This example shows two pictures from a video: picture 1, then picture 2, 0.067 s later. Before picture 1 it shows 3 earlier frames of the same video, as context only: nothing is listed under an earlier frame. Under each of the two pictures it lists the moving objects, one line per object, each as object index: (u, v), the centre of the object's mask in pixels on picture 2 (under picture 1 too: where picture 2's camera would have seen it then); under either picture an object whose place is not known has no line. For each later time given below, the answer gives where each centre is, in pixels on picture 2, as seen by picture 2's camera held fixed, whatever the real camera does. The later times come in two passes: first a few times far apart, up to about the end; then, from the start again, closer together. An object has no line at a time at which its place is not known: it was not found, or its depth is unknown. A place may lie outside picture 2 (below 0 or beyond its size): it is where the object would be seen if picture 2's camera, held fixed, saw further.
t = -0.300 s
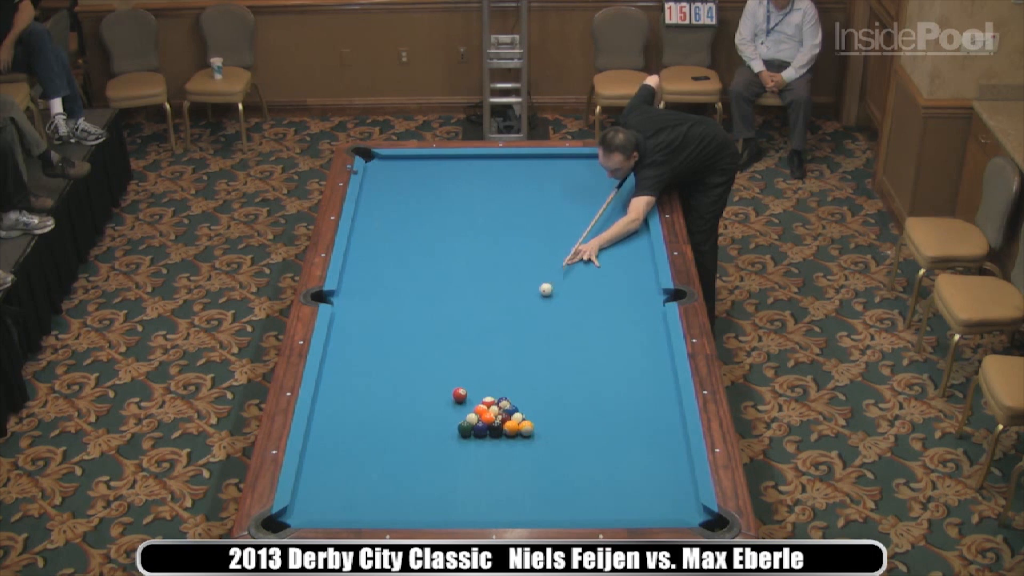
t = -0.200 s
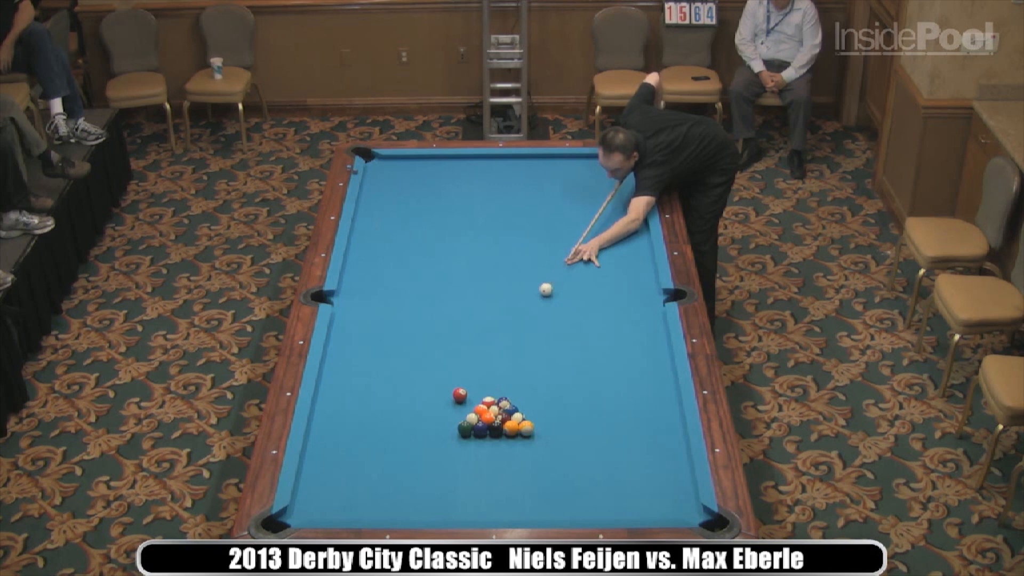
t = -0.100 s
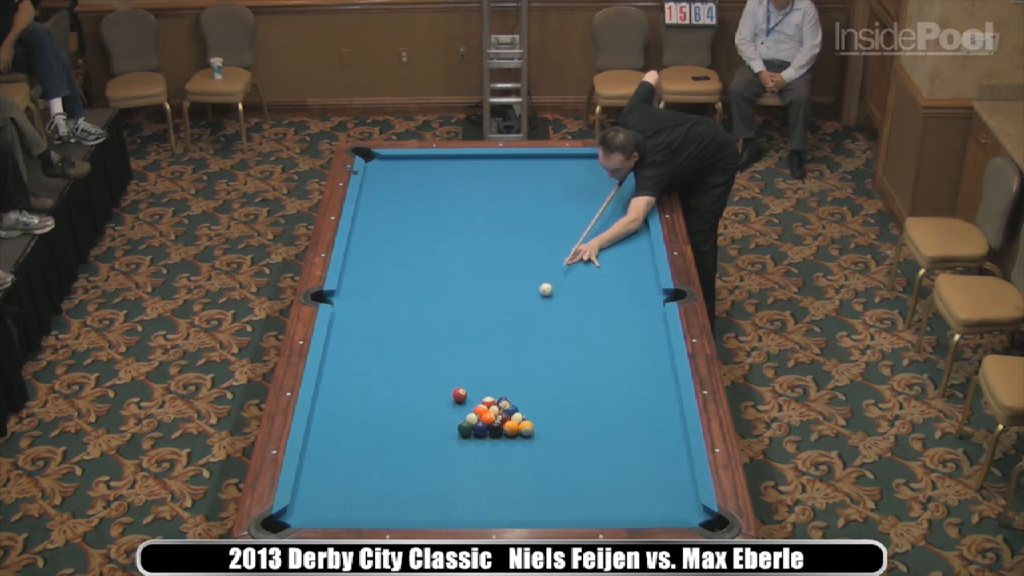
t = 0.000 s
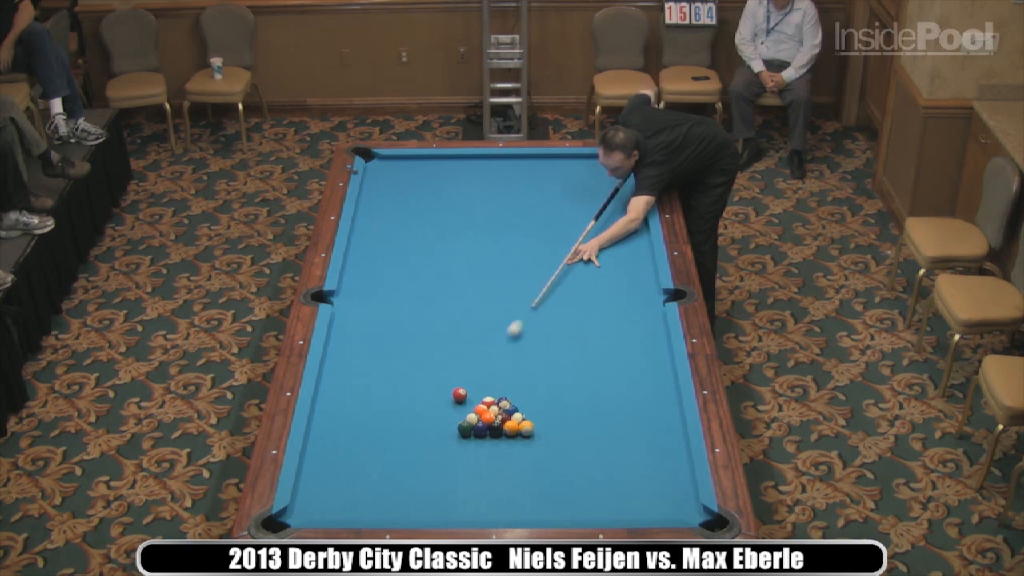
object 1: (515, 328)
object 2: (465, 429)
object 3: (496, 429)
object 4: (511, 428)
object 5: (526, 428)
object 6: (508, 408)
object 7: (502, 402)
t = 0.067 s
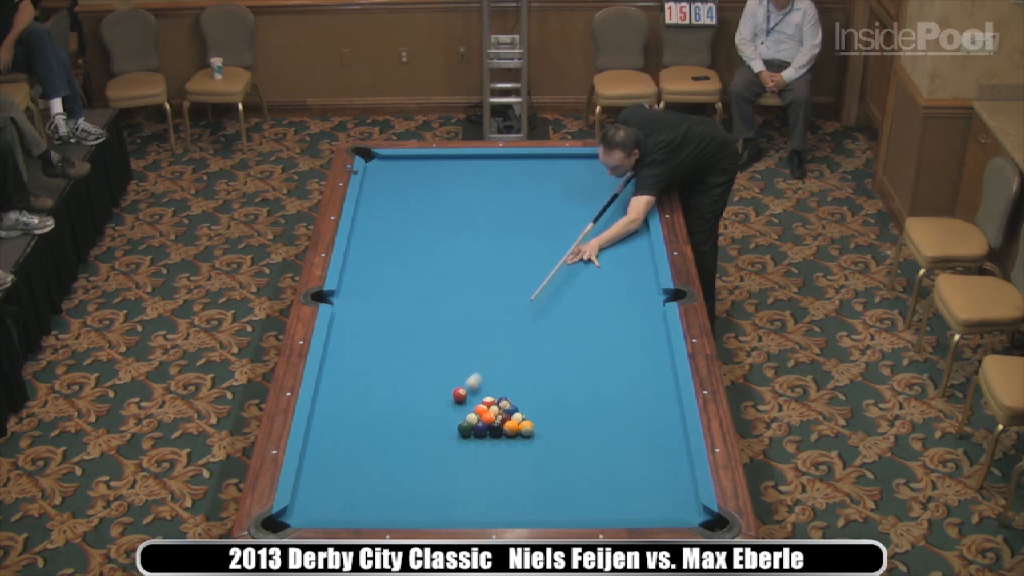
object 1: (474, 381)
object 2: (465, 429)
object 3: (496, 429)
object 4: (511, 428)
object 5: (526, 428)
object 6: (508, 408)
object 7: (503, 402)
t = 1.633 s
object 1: (530, 376)
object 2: (377, 514)
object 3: (499, 465)
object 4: (543, 512)
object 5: (606, 469)
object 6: (541, 414)
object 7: (559, 384)
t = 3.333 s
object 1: (538, 373)
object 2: (348, 483)
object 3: (498, 472)
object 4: (550, 480)
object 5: (654, 492)
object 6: (542, 414)
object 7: (575, 378)
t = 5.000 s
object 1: (538, 373)
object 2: (345, 479)
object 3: (498, 472)
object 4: (550, 478)
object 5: (659, 494)
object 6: (542, 414)
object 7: (575, 378)
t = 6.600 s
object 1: (539, 373)
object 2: (345, 479)
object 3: (498, 472)
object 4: (550, 478)
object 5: (659, 494)
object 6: (542, 414)
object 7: (575, 378)
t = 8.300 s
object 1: (539, 373)
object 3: (498, 472)
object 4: (550, 478)
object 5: (659, 494)
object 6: (542, 414)
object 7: (575, 378)
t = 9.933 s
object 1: (539, 373)
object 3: (498, 472)
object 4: (550, 478)
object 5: (659, 494)
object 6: (542, 414)
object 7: (575, 378)
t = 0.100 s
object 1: (476, 390)
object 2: (465, 429)
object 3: (496, 429)
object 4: (511, 428)
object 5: (526, 428)
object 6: (508, 408)
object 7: (502, 402)
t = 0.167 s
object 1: (485, 392)
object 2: (462, 431)
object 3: (496, 431)
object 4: (512, 432)
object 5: (529, 430)
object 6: (509, 408)
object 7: (504, 401)
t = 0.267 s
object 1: (492, 390)
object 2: (455, 439)
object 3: (496, 433)
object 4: (514, 438)
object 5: (536, 433)
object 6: (514, 409)
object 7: (510, 400)
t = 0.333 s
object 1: (494, 389)
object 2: (451, 443)
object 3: (496, 436)
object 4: (516, 443)
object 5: (540, 434)
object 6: (517, 409)
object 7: (514, 399)
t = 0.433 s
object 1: (498, 388)
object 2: (445, 449)
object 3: (497, 438)
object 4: (518, 449)
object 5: (545, 438)
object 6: (521, 410)
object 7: (518, 399)
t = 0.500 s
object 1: (500, 387)
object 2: (441, 454)
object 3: (497, 440)
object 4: (520, 454)
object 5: (549, 440)
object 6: (523, 411)
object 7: (521, 398)
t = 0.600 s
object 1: (504, 386)
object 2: (435, 460)
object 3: (498, 444)
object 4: (522, 460)
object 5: (555, 443)
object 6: (525, 414)
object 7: (525, 396)
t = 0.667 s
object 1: (506, 385)
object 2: (431, 464)
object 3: (498, 445)
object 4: (524, 465)
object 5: (559, 445)
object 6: (527, 412)
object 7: (528, 395)
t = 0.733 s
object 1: (508, 384)
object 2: (427, 468)
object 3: (498, 447)
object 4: (525, 469)
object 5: (563, 447)
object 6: (529, 411)
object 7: (531, 394)
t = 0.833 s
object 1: (511, 383)
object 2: (421, 474)
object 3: (498, 450)
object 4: (527, 476)
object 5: (568, 449)
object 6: (532, 410)
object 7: (535, 393)
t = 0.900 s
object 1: (513, 383)
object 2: (417, 478)
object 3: (498, 451)
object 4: (529, 479)
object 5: (572, 451)
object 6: (532, 414)
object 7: (538, 392)
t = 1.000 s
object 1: (516, 381)
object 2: (411, 484)
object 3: (498, 453)
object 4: (531, 486)
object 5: (577, 454)
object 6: (534, 414)
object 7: (541, 391)
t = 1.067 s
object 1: (518, 381)
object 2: (407, 488)
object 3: (498, 455)
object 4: (533, 490)
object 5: (580, 456)
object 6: (535, 415)
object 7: (543, 390)
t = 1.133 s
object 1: (520, 380)
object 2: (403, 492)
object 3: (498, 457)
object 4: (534, 494)
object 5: (584, 457)
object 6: (536, 414)
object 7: (545, 389)
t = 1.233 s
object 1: (522, 379)
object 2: (398, 498)
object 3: (498, 458)
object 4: (537, 500)
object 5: (588, 460)
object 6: (537, 414)
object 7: (548, 388)
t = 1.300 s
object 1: (524, 379)
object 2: (394, 501)
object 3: (499, 460)
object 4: (538, 504)
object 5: (592, 461)
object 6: (538, 414)
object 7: (551, 387)
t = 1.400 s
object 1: (526, 378)
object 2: (388, 507)
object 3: (499, 462)
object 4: (540, 509)
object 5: (596, 464)
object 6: (539, 414)
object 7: (553, 386)
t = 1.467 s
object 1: (527, 377)
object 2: (385, 510)
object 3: (499, 463)
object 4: (541, 512)
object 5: (599, 465)
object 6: (540, 414)
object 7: (555, 385)
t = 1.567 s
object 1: (529, 377)
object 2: (379, 513)
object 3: (499, 464)
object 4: (543, 513)
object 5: (603, 467)
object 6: (540, 414)
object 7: (558, 384)
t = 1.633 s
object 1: (530, 376)
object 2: (377, 514)
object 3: (499, 465)
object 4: (543, 512)
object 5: (606, 469)
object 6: (541, 414)
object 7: (559, 384)
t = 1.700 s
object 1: (531, 376)
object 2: (375, 513)
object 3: (499, 466)
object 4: (544, 511)
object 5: (609, 470)
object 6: (541, 414)
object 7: (561, 383)
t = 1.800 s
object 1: (532, 375)
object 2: (372, 511)
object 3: (499, 467)
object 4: (545, 509)
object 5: (613, 472)
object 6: (542, 414)
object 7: (563, 382)
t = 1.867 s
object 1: (533, 375)
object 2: (371, 510)
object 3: (499, 468)
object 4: (546, 506)
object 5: (616, 474)
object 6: (542, 414)
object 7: (564, 382)
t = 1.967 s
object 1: (535, 374)
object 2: (368, 508)
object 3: (499, 469)
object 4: (546, 503)
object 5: (620, 475)
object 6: (542, 414)
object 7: (566, 382)
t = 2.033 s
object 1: (535, 374)
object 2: (367, 506)
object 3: (499, 470)
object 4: (547, 501)
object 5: (621, 477)
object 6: (542, 414)
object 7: (567, 381)
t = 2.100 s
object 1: (536, 374)
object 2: (365, 504)
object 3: (499, 470)
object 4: (547, 499)
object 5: (624, 478)
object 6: (542, 414)
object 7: (568, 381)
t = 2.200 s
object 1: (537, 373)
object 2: (363, 501)
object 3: (499, 471)
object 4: (548, 497)
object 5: (627, 479)
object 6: (542, 414)
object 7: (570, 380)
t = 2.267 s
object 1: (537, 373)
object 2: (362, 500)
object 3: (498, 471)
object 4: (548, 495)
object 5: (629, 480)
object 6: (542, 414)
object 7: (571, 380)
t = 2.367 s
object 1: (538, 373)
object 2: (361, 497)
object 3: (498, 471)
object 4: (549, 493)
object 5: (633, 482)
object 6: (542, 414)
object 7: (572, 379)
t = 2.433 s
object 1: (538, 373)
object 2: (359, 496)
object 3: (498, 472)
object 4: (549, 492)
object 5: (634, 483)
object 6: (542, 414)
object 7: (572, 379)
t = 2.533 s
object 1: (538, 373)
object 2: (358, 494)
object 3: (498, 472)
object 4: (549, 490)
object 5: (637, 484)
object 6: (542, 414)
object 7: (573, 379)
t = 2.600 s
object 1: (538, 373)
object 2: (357, 493)
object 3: (498, 472)
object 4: (550, 489)
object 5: (639, 485)
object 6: (542, 414)
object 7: (574, 379)
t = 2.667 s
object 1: (538, 373)
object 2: (355, 492)
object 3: (498, 472)
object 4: (550, 488)
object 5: (641, 486)
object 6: (542, 414)
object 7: (574, 378)
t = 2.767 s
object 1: (538, 373)
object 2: (354, 490)
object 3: (498, 472)
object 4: (550, 486)
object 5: (643, 487)
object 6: (542, 414)
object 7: (575, 378)
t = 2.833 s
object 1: (538, 373)
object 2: (353, 489)
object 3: (498, 472)
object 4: (550, 485)
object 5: (644, 488)
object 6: (542, 414)
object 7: (575, 378)
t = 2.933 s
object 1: (538, 373)
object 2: (352, 487)
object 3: (498, 472)
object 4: (550, 484)
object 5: (647, 489)
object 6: (542, 414)
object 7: (575, 378)
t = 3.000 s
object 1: (538, 373)
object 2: (351, 486)
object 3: (498, 472)
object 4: (550, 484)
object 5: (648, 490)
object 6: (542, 414)
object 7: (575, 378)
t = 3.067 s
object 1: (538, 373)
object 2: (351, 485)
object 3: (498, 472)
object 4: (550, 483)
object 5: (649, 490)
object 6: (542, 414)
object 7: (575, 378)
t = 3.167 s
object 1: (538, 373)
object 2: (350, 484)
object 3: (498, 472)
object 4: (550, 482)
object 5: (651, 490)
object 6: (542, 414)
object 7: (575, 378)
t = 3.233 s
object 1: (538, 373)
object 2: (349, 483)
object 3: (498, 472)
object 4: (550, 481)
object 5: (652, 491)
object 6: (542, 414)
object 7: (575, 378)
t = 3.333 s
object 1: (538, 373)
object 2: (348, 483)
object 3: (498, 472)
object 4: (550, 480)
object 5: (654, 492)
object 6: (542, 414)
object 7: (575, 378)
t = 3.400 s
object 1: (538, 373)
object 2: (347, 481)
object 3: (498, 472)
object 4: (551, 480)
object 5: (655, 492)
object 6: (542, 414)
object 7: (575, 378)
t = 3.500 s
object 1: (538, 373)
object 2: (347, 481)
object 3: (498, 472)
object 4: (550, 479)
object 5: (656, 493)
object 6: (542, 414)
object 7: (575, 378)
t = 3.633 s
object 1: (539, 373)
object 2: (346, 480)
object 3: (498, 472)
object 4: (551, 478)
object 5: (657, 494)
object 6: (542, 414)
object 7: (575, 378)
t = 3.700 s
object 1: (538, 373)
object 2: (346, 480)
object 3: (498, 472)
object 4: (551, 478)
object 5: (658, 494)
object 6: (542, 414)
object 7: (575, 378)
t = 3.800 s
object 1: (538, 373)
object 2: (345, 479)
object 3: (498, 472)
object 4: (551, 478)
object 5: (658, 494)
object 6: (542, 414)
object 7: (575, 378)
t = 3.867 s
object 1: (539, 373)
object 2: (345, 479)
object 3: (498, 472)
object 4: (551, 478)
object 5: (659, 494)
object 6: (542, 414)
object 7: (575, 378)
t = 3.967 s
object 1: (538, 373)
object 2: (345, 479)
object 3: (498, 472)
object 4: (550, 478)
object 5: (659, 494)
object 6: (542, 414)
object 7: (575, 378)
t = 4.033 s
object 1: (539, 373)
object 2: (345, 479)
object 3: (498, 472)
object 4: (551, 478)
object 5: (659, 494)
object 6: (542, 414)
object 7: (575, 378)
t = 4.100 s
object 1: (539, 373)
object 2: (345, 479)
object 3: (498, 472)
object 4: (550, 478)
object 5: (659, 494)
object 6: (542, 414)
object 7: (575, 378)
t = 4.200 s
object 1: (538, 373)
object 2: (345, 479)
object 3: (498, 472)
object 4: (550, 478)
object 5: (659, 494)
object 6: (542, 414)
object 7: (575, 378)
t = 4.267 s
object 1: (539, 373)
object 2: (345, 479)
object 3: (498, 472)
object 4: (551, 478)
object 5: (659, 494)
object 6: (542, 414)
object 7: (575, 378)
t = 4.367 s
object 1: (538, 373)
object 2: (345, 479)
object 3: (498, 472)
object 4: (550, 478)
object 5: (659, 494)
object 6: (542, 414)
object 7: (575, 378)
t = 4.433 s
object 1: (539, 373)
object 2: (345, 479)
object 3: (498, 472)
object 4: (551, 478)
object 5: (659, 494)
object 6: (542, 414)
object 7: (575, 378)
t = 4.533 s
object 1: (538, 373)
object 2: (345, 479)
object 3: (498, 472)
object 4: (550, 478)
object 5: (659, 494)
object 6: (542, 414)
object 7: (575, 378)
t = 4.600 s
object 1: (539, 373)
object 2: (345, 479)
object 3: (498, 472)
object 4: (550, 477)
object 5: (659, 494)
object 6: (542, 414)
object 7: (575, 378)
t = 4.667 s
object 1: (539, 373)
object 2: (345, 479)
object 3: (498, 472)
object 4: (551, 478)
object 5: (659, 494)
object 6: (542, 414)
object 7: (575, 378)
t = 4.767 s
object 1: (539, 373)
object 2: (345, 479)
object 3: (498, 472)
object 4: (551, 478)
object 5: (660, 494)
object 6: (542, 414)
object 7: (575, 378)
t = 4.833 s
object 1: (539, 373)
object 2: (345, 479)
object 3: (498, 472)
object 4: (550, 478)
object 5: (659, 494)
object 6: (542, 414)
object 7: (575, 378)
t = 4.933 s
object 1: (539, 373)
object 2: (345, 479)
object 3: (498, 472)
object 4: (550, 478)
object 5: (659, 494)
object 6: (542, 414)
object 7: (575, 378)
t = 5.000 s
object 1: (538, 373)
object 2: (345, 479)
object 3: (498, 472)
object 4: (550, 478)
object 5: (659, 494)
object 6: (542, 414)
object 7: (575, 378)
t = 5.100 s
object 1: (539, 373)
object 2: (345, 479)
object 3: (498, 472)
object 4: (550, 478)
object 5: (659, 494)
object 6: (542, 414)
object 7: (575, 378)
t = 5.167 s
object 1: (539, 373)
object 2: (345, 479)
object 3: (498, 472)
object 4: (550, 478)
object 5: (659, 494)
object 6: (542, 414)
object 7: (575, 378)
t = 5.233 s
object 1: (539, 373)
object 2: (345, 479)
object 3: (498, 472)
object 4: (550, 478)
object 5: (659, 494)
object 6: (542, 414)
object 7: (575, 378)
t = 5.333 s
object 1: (539, 373)
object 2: (345, 479)
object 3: (498, 472)
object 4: (551, 478)
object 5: (659, 494)
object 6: (542, 414)
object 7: (575, 378)
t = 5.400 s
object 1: (538, 373)
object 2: (345, 479)
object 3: (498, 472)
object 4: (550, 478)
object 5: (659, 494)
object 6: (542, 414)
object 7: (575, 378)
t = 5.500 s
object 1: (539, 373)
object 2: (345, 479)
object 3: (498, 472)
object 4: (551, 478)
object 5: (659, 494)
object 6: (542, 414)
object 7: (575, 378)
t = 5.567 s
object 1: (539, 373)
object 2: (345, 479)
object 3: (498, 472)
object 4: (550, 478)
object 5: (659, 494)
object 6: (542, 414)
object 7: (575, 378)
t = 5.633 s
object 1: (539, 373)
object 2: (345, 479)
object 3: (498, 472)
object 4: (550, 478)
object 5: (659, 494)
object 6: (542, 414)
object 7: (575, 378)
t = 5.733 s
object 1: (539, 373)
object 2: (345, 479)
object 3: (498, 472)
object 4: (550, 478)
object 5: (659, 494)
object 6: (542, 414)
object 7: (575, 378)
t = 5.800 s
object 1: (539, 373)
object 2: (345, 479)
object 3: (498, 472)
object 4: (550, 478)
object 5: (659, 494)
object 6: (542, 414)
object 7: (575, 378)
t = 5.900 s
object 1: (538, 373)
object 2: (345, 479)
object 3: (498, 472)
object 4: (550, 478)
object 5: (659, 494)
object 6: (542, 414)
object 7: (575, 378)
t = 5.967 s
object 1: (539, 373)
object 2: (345, 479)
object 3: (498, 472)
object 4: (550, 478)
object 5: (659, 494)
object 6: (542, 414)
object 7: (575, 378)
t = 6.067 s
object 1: (538, 373)
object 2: (345, 479)
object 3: (498, 472)
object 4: (550, 478)
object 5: (659, 494)
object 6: (542, 414)
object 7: (575, 378)
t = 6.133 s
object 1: (539, 373)
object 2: (345, 479)
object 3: (498, 472)
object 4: (550, 478)
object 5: (659, 494)
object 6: (542, 414)
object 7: (575, 378)
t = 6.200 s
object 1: (539, 373)
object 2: (345, 479)
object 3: (498, 472)
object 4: (550, 478)
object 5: (659, 494)
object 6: (542, 414)
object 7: (575, 378)
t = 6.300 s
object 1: (539, 373)
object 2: (345, 479)
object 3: (498, 472)
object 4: (550, 478)
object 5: (659, 494)
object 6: (542, 414)
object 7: (575, 378)
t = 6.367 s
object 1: (538, 373)
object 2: (345, 479)
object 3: (498, 472)
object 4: (550, 478)
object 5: (659, 494)
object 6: (542, 414)
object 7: (575, 378)
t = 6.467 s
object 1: (539, 373)
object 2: (345, 479)
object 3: (498, 472)
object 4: (550, 477)
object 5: (659, 494)
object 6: (542, 414)
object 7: (575, 378)
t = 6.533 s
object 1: (539, 373)
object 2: (345, 479)
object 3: (498, 472)
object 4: (550, 478)
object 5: (659, 494)
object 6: (542, 414)
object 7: (575, 378)
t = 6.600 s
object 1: (539, 373)
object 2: (345, 479)
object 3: (498, 472)
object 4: (550, 478)
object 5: (659, 494)
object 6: (542, 414)
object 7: (575, 378)
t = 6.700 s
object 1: (539, 373)
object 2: (345, 479)
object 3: (498, 472)
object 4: (550, 478)
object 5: (659, 494)
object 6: (542, 414)
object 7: (575, 378)
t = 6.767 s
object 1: (539, 373)
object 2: (345, 479)
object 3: (498, 472)
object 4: (551, 478)
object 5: (659, 494)
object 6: (542, 414)
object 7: (575, 378)
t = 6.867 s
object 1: (538, 373)
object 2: (345, 479)
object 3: (498, 472)
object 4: (550, 478)
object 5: (659, 494)
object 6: (542, 414)
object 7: (575, 378)
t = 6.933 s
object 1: (539, 373)
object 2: (345, 479)
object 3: (498, 472)
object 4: (550, 477)
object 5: (659, 494)
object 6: (542, 414)
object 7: (575, 378)
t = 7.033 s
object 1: (539, 373)
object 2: (345, 479)
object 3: (498, 472)
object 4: (551, 478)
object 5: (659, 494)
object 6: (542, 414)
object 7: (575, 378)
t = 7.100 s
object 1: (539, 373)
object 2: (345, 479)
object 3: (498, 472)
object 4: (550, 478)
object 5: (659, 494)
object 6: (542, 414)
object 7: (575, 378)
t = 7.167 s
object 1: (539, 373)
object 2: (345, 479)
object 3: (498, 472)
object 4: (550, 478)
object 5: (659, 494)
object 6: (542, 414)
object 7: (575, 378)
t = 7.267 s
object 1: (539, 373)
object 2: (345, 479)
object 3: (498, 472)
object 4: (551, 478)
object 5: (659, 494)
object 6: (542, 414)
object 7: (575, 378)
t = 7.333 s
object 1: (538, 373)
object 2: (345, 479)
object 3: (498, 472)
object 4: (550, 478)
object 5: (659, 494)
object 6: (542, 414)
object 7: (575, 378)
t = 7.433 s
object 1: (539, 373)
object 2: (345, 479)
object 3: (498, 472)
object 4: (551, 478)
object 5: (659, 494)
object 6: (542, 414)
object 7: (575, 378)
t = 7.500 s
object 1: (539, 373)
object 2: (345, 479)
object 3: (498, 472)
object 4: (550, 478)
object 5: (659, 494)
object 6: (542, 414)
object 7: (575, 378)
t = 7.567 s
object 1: (538, 373)
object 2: (345, 479)
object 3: (498, 472)
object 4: (550, 478)
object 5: (659, 494)
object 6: (542, 414)
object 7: (575, 378)
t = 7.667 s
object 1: (539, 373)
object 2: (345, 479)
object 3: (498, 472)
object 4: (550, 478)
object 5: (659, 494)
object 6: (542, 414)
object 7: (575, 378)
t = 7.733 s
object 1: (539, 373)
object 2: (345, 479)
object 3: (498, 472)
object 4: (550, 477)
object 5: (659, 494)
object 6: (542, 414)
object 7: (575, 378)
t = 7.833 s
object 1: (538, 373)
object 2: (345, 479)
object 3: (498, 472)
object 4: (550, 478)
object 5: (659, 494)
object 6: (542, 414)
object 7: (575, 378)
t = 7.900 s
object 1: (539, 373)
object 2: (345, 479)
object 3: (498, 472)
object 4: (550, 478)
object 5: (659, 494)
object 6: (542, 414)
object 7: (575, 378)
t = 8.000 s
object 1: (539, 373)
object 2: (345, 479)
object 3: (498, 472)
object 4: (550, 478)
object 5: (659, 494)
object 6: (542, 414)
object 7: (575, 378)
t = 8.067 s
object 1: (538, 373)
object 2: (345, 479)
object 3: (498, 472)
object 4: (550, 478)
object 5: (659, 494)
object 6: (542, 414)
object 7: (575, 378)
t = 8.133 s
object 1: (538, 373)
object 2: (345, 479)
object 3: (498, 472)
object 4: (550, 478)
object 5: (659, 494)
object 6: (542, 414)
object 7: (575, 378)
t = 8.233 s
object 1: (539, 373)
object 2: (345, 479)
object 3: (498, 472)
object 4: (550, 478)
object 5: (659, 494)
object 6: (542, 414)
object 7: (575, 378)
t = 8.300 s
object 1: (539, 373)
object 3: (498, 472)
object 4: (550, 478)
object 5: (659, 494)
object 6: (542, 414)
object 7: (575, 378)
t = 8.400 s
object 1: (539, 373)
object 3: (498, 472)
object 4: (550, 478)
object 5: (659, 494)
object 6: (542, 414)
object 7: (575, 378)
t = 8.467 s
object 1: (539, 373)
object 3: (498, 472)
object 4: (551, 478)
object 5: (659, 494)
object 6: (542, 414)
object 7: (575, 378)
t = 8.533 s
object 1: (539, 373)
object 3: (498, 472)
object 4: (550, 478)
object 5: (659, 494)
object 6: (542, 414)
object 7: (575, 378)
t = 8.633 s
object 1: (539, 373)
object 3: (498, 472)
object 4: (551, 478)
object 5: (659, 494)
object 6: (542, 414)
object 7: (575, 378)
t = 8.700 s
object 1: (538, 373)
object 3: (498, 472)
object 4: (550, 478)
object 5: (659, 494)
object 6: (542, 414)
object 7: (575, 378)
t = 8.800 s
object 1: (539, 373)
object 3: (498, 472)
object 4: (550, 478)
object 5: (659, 494)
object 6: (542, 414)
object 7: (575, 378)
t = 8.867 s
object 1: (538, 373)
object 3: (498, 472)
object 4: (550, 478)
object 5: (659, 494)
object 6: (542, 414)
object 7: (575, 378)
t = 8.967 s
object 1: (538, 373)
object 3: (498, 472)
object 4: (550, 478)
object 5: (659, 494)
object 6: (542, 414)
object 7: (575, 378)
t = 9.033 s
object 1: (539, 373)
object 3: (498, 472)
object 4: (550, 477)
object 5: (659, 494)
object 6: (542, 414)
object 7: (575, 378)
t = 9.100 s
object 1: (539, 373)
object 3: (498, 472)
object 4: (551, 477)
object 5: (659, 494)
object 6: (542, 414)
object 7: (575, 378)
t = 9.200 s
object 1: (539, 373)
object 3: (498, 472)
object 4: (550, 477)
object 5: (659, 494)
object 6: (542, 414)
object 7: (575, 378)
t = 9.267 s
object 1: (539, 373)
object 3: (498, 472)
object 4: (551, 477)
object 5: (659, 494)
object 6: (542, 414)
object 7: (575, 378)
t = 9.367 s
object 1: (539, 373)
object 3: (498, 472)
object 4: (550, 477)
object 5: (659, 494)
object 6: (542, 414)
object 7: (575, 378)
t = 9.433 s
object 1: (539, 373)
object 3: (498, 472)
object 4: (550, 477)
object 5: (659, 494)
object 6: (542, 414)
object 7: (575, 378)
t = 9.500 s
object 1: (539, 373)
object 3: (498, 472)
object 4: (550, 478)
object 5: (659, 494)
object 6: (542, 414)
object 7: (575, 378)
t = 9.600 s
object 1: (539, 373)
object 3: (498, 472)
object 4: (550, 477)
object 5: (659, 494)
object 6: (542, 414)
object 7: (575, 378)
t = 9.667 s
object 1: (539, 373)
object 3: (498, 472)
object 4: (550, 478)
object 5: (659, 494)
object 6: (542, 414)
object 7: (575, 378)
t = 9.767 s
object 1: (539, 373)
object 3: (498, 472)
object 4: (550, 478)
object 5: (659, 494)
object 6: (542, 414)
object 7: (575, 378)
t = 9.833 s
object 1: (539, 373)
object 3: (498, 472)
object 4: (550, 478)
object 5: (659, 494)
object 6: (542, 414)
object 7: (575, 378)
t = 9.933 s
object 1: (539, 373)
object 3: (498, 472)
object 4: (550, 478)
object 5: (659, 494)
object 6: (542, 414)
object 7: (575, 378)
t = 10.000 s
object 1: (539, 373)
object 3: (498, 472)
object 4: (550, 478)
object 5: (659, 494)
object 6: (542, 414)
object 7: (575, 378)
